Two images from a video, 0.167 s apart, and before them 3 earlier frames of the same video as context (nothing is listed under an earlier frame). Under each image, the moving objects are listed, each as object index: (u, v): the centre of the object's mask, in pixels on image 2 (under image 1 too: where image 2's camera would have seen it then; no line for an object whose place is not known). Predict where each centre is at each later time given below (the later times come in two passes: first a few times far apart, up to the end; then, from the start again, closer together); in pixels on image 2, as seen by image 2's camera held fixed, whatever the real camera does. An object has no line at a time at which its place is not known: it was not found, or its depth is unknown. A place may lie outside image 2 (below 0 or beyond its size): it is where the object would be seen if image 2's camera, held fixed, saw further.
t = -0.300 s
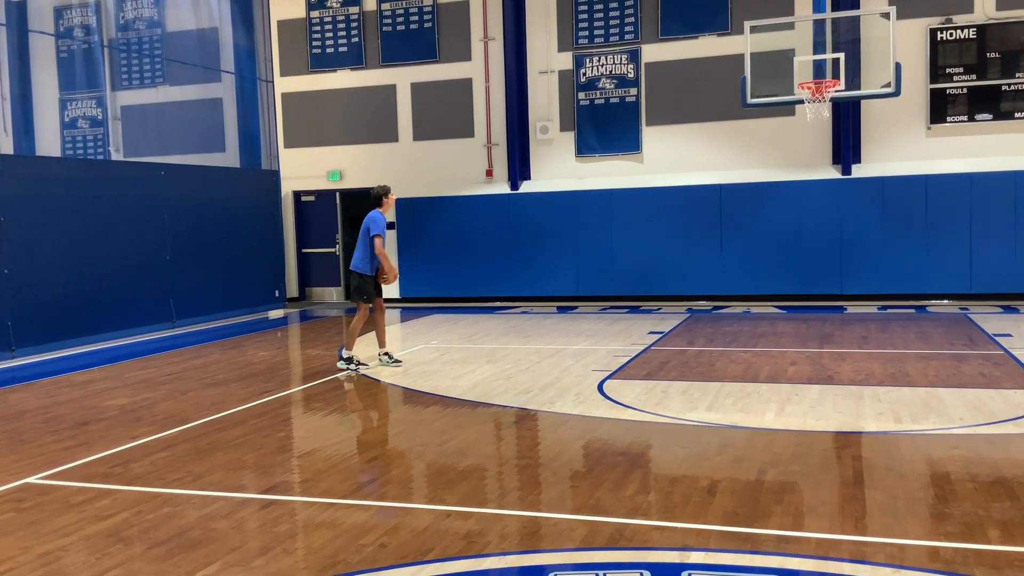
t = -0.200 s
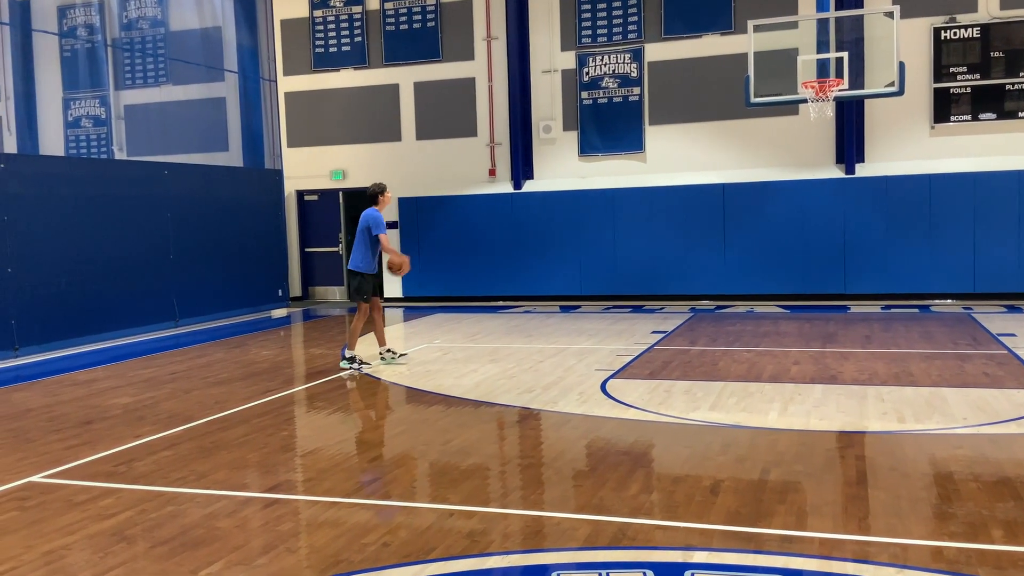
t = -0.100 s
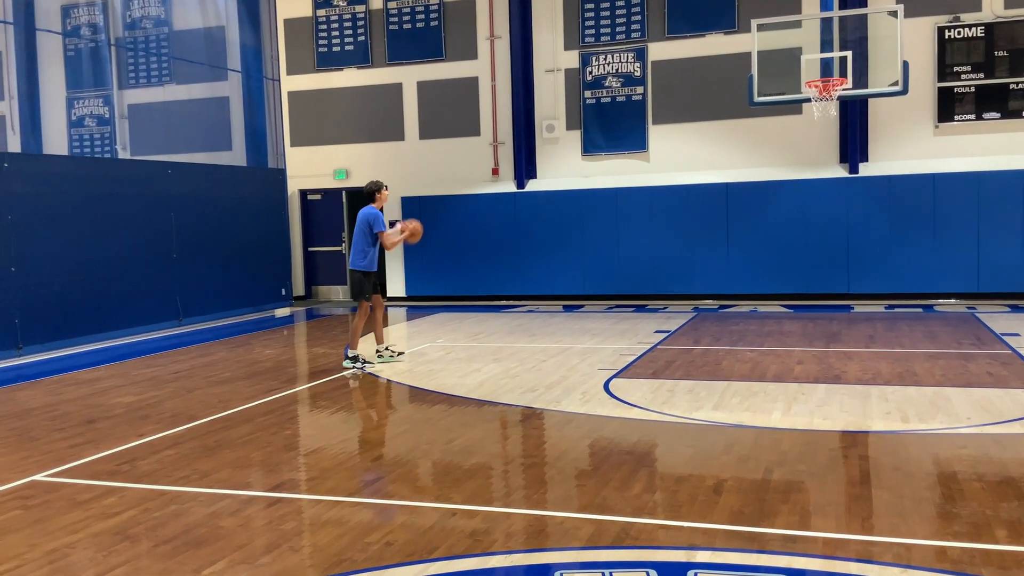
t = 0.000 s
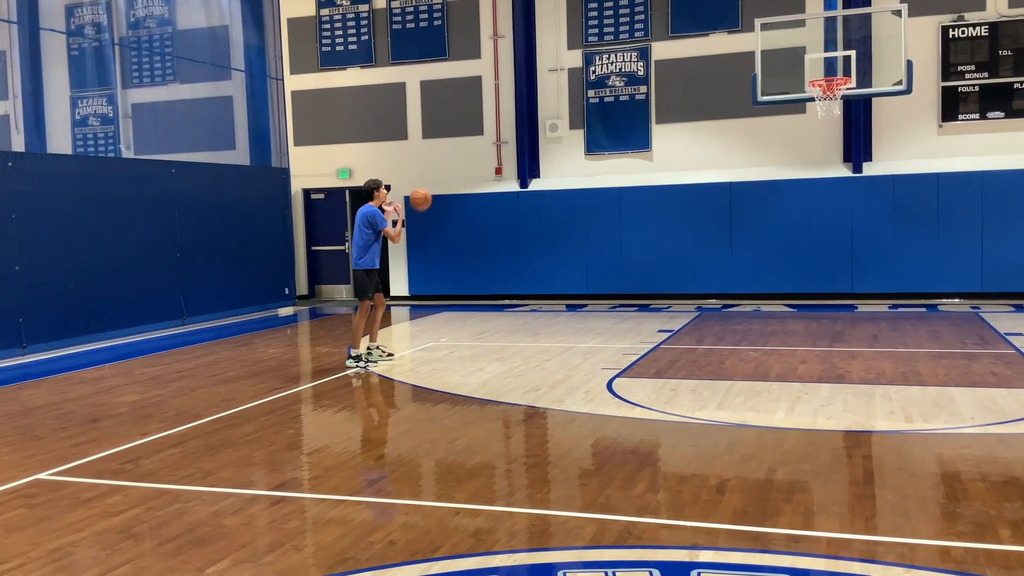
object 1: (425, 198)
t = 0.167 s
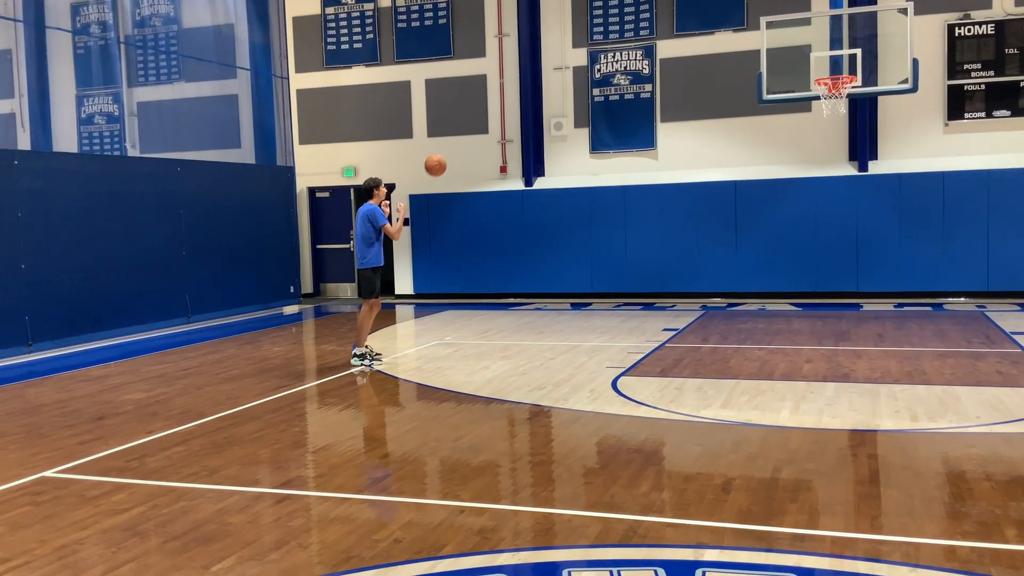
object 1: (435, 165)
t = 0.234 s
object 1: (440, 160)
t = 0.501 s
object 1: (458, 176)
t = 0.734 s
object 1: (475, 241)
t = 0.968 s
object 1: (490, 335)
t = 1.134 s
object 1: (467, 280)
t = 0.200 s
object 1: (437, 162)
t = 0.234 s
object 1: (440, 160)
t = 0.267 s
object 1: (442, 158)
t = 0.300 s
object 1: (444, 158)
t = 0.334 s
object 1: (446, 158)
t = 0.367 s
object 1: (448, 160)
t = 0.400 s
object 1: (451, 163)
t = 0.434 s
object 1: (453, 166)
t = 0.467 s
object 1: (455, 171)
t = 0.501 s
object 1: (458, 176)
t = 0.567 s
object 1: (463, 191)
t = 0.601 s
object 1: (465, 199)
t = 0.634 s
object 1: (468, 208)
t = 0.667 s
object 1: (470, 218)
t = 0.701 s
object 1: (472, 229)
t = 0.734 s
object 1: (475, 241)
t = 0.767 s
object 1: (477, 253)
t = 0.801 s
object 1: (480, 267)
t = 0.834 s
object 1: (483, 282)
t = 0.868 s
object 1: (485, 297)
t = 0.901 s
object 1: (488, 313)
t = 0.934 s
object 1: (491, 330)
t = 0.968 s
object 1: (490, 335)
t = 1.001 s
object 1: (486, 323)
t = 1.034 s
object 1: (481, 310)
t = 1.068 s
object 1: (476, 299)
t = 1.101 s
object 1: (472, 289)
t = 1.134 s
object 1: (467, 280)
